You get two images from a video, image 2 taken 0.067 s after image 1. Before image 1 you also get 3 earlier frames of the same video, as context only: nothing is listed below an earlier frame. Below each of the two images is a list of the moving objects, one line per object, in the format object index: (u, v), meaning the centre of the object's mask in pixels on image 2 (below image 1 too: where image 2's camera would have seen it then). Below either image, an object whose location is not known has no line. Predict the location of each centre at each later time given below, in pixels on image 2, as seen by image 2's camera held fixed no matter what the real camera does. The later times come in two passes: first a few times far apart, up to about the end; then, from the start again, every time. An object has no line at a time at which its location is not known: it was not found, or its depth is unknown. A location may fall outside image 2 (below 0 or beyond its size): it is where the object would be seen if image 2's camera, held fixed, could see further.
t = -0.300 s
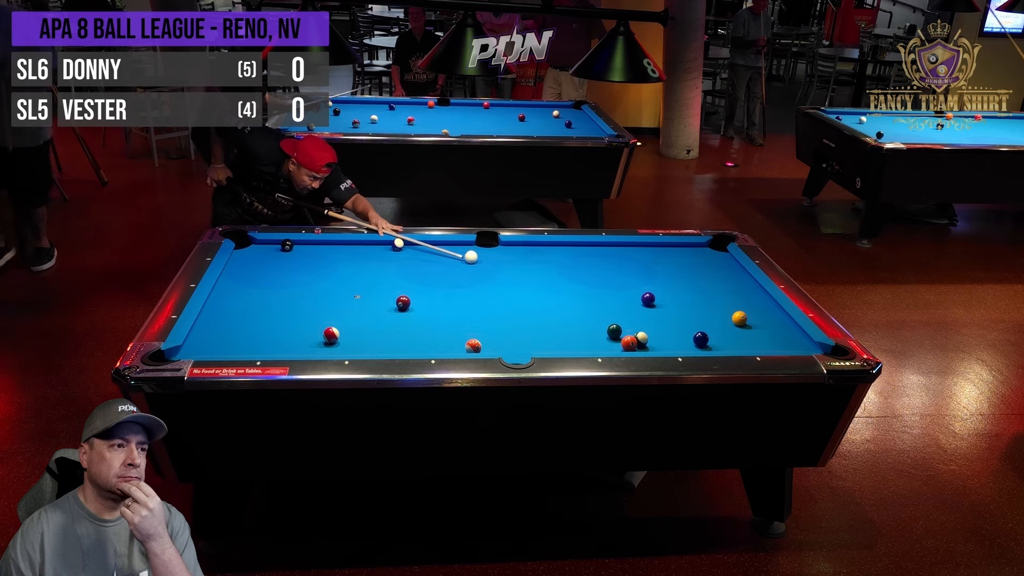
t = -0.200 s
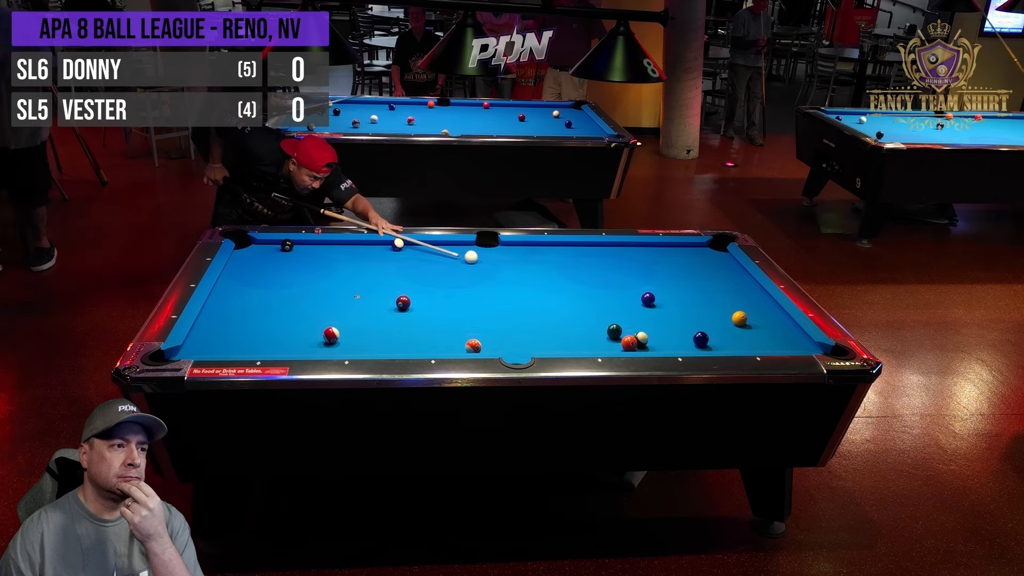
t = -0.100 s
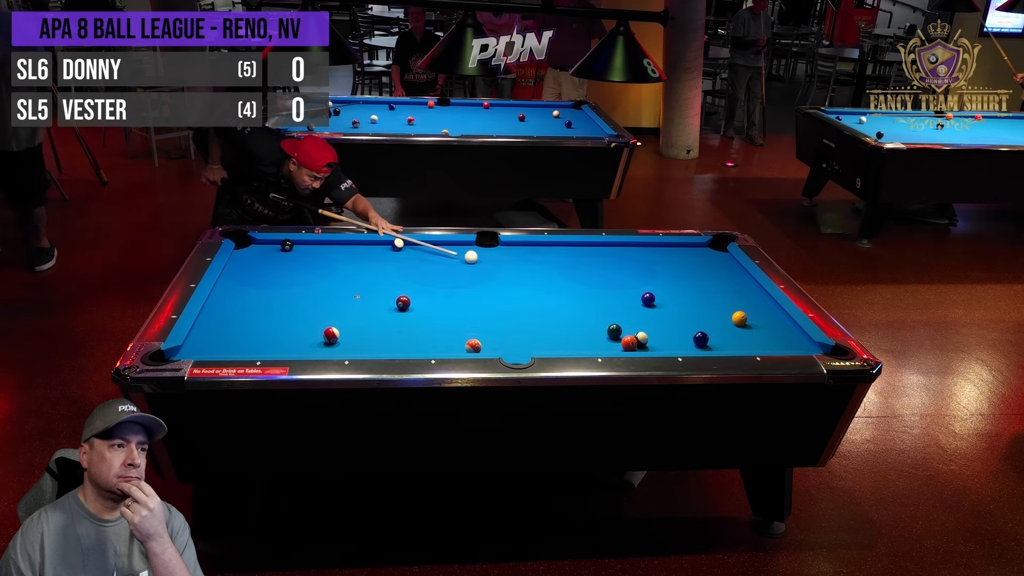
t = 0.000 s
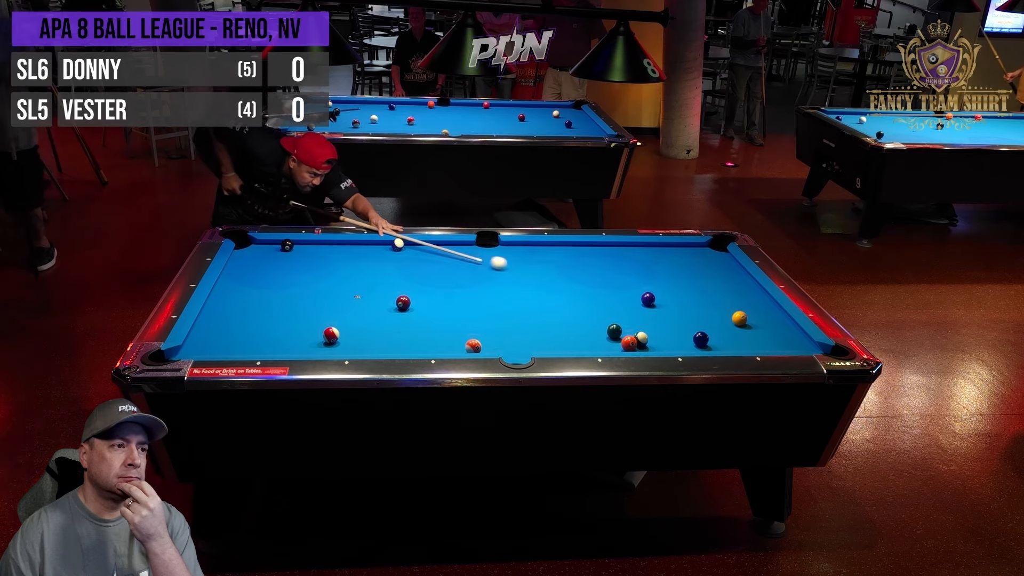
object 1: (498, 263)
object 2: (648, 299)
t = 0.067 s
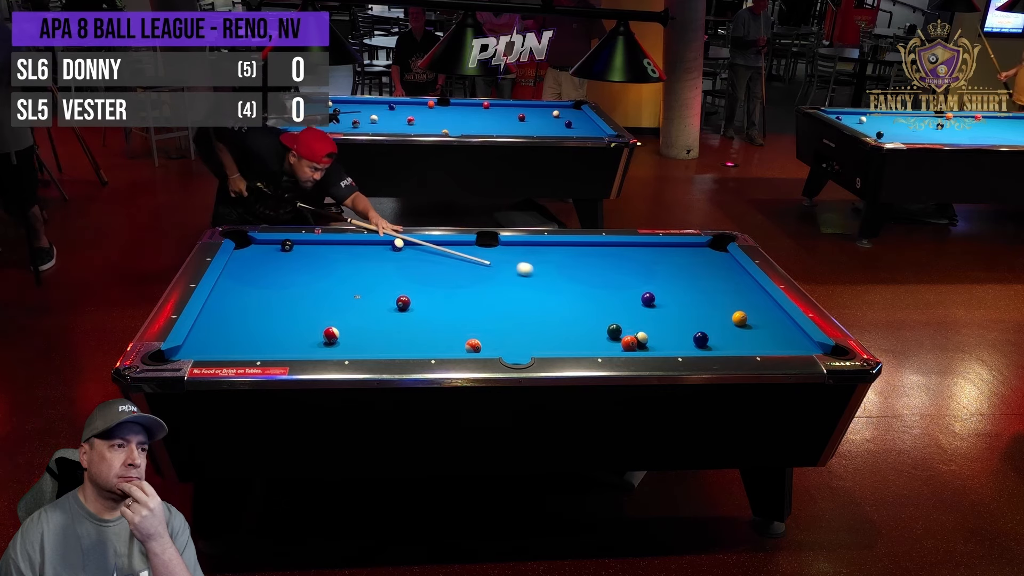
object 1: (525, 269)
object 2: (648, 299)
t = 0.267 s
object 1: (595, 285)
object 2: (648, 299)
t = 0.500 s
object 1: (642, 293)
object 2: (668, 306)
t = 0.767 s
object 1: (666, 293)
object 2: (714, 322)
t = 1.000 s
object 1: (686, 293)
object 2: (754, 336)
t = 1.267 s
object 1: (708, 293)
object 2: (796, 346)
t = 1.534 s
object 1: (728, 292)
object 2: (802, 341)
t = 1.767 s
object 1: (744, 292)
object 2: (787, 335)
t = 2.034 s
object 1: (759, 292)
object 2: (771, 330)
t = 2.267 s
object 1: (750, 291)
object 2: (759, 325)
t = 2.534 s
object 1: (742, 291)
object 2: (752, 323)
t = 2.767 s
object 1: (736, 291)
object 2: (751, 322)
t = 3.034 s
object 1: (729, 290)
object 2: (751, 322)
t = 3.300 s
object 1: (725, 290)
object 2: (752, 322)
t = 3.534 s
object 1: (722, 290)
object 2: (752, 322)
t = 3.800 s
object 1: (719, 290)
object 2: (752, 322)
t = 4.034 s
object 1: (719, 290)
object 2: (752, 322)
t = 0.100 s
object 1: (537, 272)
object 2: (648, 299)
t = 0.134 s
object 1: (550, 275)
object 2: (648, 299)
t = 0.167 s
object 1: (561, 277)
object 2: (648, 299)
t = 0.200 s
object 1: (573, 280)
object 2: (648, 299)
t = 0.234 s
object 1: (584, 283)
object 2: (648, 299)
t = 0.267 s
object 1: (595, 285)
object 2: (648, 299)
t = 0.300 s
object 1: (605, 287)
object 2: (648, 299)
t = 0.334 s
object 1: (615, 290)
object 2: (648, 299)
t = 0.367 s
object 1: (625, 292)
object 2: (648, 299)
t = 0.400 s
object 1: (634, 294)
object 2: (648, 299)
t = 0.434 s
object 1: (637, 294)
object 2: (654, 301)
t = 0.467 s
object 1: (639, 294)
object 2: (662, 304)
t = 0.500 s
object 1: (642, 293)
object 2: (668, 306)
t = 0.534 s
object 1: (644, 293)
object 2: (675, 308)
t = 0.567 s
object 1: (647, 293)
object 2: (681, 311)
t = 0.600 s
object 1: (650, 293)
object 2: (686, 312)
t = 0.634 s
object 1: (654, 293)
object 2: (692, 314)
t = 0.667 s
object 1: (657, 293)
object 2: (697, 316)
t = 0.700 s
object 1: (660, 293)
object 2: (703, 318)
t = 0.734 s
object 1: (663, 293)
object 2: (708, 320)
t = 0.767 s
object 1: (666, 293)
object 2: (714, 322)
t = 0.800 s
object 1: (669, 293)
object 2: (719, 324)
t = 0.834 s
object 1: (672, 293)
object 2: (725, 326)
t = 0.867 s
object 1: (674, 293)
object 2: (730, 328)
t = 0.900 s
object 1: (677, 293)
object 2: (736, 331)
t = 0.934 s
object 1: (680, 293)
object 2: (742, 332)
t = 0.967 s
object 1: (683, 293)
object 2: (748, 334)
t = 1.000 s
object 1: (686, 293)
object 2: (754, 336)
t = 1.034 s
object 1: (689, 293)
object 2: (759, 338)
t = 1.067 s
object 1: (691, 293)
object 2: (765, 340)
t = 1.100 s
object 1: (694, 293)
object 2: (771, 342)
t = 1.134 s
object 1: (697, 293)
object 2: (777, 343)
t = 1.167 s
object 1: (700, 293)
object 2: (783, 344)
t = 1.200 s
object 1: (702, 293)
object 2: (789, 346)
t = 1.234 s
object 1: (705, 293)
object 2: (794, 346)
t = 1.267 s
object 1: (708, 293)
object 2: (796, 346)
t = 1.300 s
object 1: (710, 293)
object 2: (798, 345)
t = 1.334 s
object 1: (713, 293)
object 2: (800, 344)
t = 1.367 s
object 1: (715, 293)
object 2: (802, 344)
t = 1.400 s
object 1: (718, 293)
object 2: (804, 344)
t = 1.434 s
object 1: (721, 292)
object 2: (806, 343)
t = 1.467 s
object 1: (723, 292)
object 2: (807, 342)
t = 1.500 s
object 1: (726, 292)
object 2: (805, 342)
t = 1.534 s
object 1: (728, 292)
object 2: (802, 341)
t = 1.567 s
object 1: (730, 292)
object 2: (800, 340)
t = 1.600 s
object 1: (733, 292)
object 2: (798, 339)
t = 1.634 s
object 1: (735, 292)
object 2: (796, 339)
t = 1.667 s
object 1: (737, 292)
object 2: (794, 338)
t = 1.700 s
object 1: (740, 292)
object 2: (791, 337)
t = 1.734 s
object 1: (742, 292)
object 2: (789, 336)
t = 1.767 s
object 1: (744, 292)
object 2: (787, 335)
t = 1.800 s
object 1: (747, 292)
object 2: (785, 335)
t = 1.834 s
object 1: (749, 292)
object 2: (783, 334)
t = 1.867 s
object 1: (751, 292)
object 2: (781, 333)
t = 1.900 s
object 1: (753, 292)
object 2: (779, 332)
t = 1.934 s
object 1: (756, 292)
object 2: (777, 332)
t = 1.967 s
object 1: (758, 292)
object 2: (775, 331)
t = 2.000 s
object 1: (760, 292)
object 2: (773, 331)
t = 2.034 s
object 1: (759, 292)
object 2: (771, 330)
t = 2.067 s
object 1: (757, 292)
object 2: (770, 329)
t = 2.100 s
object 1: (756, 292)
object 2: (768, 328)
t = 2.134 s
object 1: (755, 291)
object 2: (766, 328)
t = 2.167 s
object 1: (754, 291)
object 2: (764, 327)
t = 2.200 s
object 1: (752, 291)
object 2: (762, 327)
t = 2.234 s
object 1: (751, 291)
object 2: (761, 326)
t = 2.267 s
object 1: (750, 291)
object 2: (759, 325)
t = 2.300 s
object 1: (749, 291)
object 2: (757, 325)
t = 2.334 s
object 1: (748, 291)
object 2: (756, 324)
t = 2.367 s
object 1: (747, 291)
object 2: (754, 324)
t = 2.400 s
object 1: (746, 291)
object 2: (753, 323)
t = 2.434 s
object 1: (745, 291)
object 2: (753, 323)
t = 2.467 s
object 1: (744, 291)
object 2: (753, 323)
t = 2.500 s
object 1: (743, 291)
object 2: (753, 323)
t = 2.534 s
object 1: (742, 291)
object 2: (752, 323)
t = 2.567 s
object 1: (741, 291)
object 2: (752, 323)
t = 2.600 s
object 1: (740, 291)
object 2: (752, 323)
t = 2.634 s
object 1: (739, 291)
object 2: (752, 323)
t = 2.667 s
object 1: (738, 291)
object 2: (752, 323)
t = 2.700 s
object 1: (737, 291)
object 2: (752, 322)
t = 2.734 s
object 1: (737, 291)
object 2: (752, 322)
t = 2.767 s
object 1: (736, 291)
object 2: (751, 322)
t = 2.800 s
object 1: (735, 291)
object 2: (751, 322)
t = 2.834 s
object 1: (734, 291)
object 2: (751, 322)
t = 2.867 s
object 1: (733, 291)
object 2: (751, 322)
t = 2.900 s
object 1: (732, 291)
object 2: (751, 322)
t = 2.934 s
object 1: (732, 291)
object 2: (751, 322)
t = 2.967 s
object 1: (731, 291)
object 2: (751, 322)
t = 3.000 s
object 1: (730, 290)
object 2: (751, 322)
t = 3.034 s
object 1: (729, 290)
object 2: (751, 322)
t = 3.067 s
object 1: (729, 290)
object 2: (751, 322)
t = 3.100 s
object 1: (728, 290)
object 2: (752, 322)
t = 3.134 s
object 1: (728, 290)
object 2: (752, 322)
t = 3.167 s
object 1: (727, 290)
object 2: (751, 322)
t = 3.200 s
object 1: (726, 290)
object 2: (751, 322)
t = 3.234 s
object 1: (726, 290)
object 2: (751, 322)
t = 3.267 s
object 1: (725, 290)
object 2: (752, 322)
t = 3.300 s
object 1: (725, 290)
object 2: (752, 322)
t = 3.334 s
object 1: (724, 290)
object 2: (752, 322)
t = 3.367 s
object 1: (724, 290)
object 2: (752, 322)
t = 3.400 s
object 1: (723, 290)
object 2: (752, 322)
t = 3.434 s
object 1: (723, 290)
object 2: (752, 322)
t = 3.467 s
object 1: (722, 290)
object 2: (752, 322)
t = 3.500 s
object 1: (722, 290)
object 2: (752, 322)
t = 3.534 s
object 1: (722, 290)
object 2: (752, 322)
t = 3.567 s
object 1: (721, 290)
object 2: (752, 322)
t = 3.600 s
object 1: (721, 290)
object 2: (752, 322)
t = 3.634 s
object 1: (721, 290)
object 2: (752, 322)
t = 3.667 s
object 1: (720, 290)
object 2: (752, 322)
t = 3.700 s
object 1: (720, 290)
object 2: (752, 322)
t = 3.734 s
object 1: (720, 290)
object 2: (752, 322)
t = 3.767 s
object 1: (719, 290)
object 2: (752, 322)
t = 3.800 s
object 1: (719, 290)
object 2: (752, 322)
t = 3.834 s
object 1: (719, 290)
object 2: (752, 322)
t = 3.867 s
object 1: (719, 290)
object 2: (752, 322)
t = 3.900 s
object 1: (719, 290)
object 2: (752, 322)
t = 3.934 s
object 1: (719, 290)
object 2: (752, 322)
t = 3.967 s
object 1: (719, 290)
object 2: (752, 322)
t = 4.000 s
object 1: (719, 290)
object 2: (752, 322)
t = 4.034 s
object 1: (719, 290)
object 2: (752, 322)
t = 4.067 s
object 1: (719, 290)
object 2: (752, 322)
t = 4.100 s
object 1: (719, 290)
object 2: (752, 322)
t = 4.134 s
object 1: (719, 290)
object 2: (752, 322)
